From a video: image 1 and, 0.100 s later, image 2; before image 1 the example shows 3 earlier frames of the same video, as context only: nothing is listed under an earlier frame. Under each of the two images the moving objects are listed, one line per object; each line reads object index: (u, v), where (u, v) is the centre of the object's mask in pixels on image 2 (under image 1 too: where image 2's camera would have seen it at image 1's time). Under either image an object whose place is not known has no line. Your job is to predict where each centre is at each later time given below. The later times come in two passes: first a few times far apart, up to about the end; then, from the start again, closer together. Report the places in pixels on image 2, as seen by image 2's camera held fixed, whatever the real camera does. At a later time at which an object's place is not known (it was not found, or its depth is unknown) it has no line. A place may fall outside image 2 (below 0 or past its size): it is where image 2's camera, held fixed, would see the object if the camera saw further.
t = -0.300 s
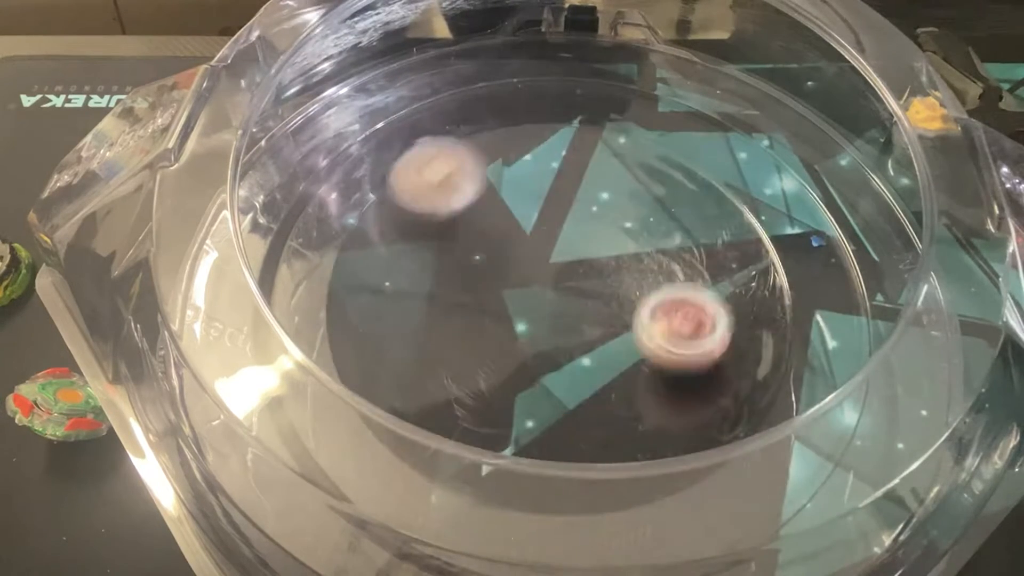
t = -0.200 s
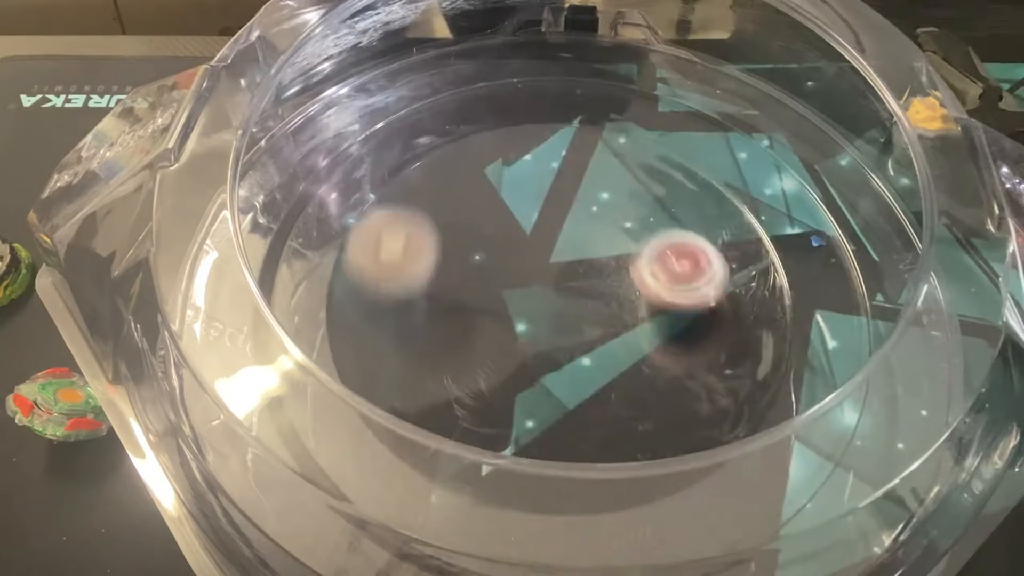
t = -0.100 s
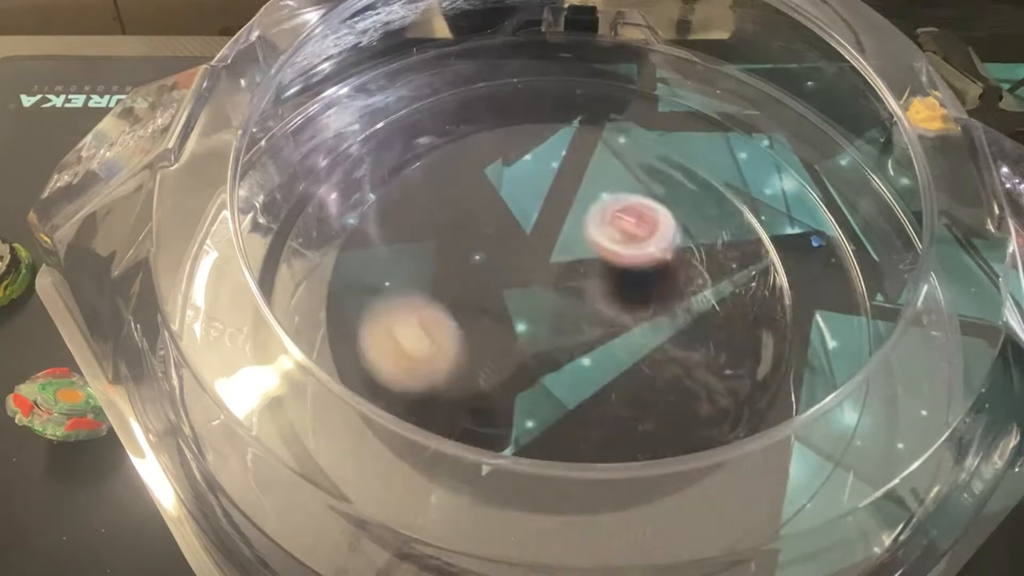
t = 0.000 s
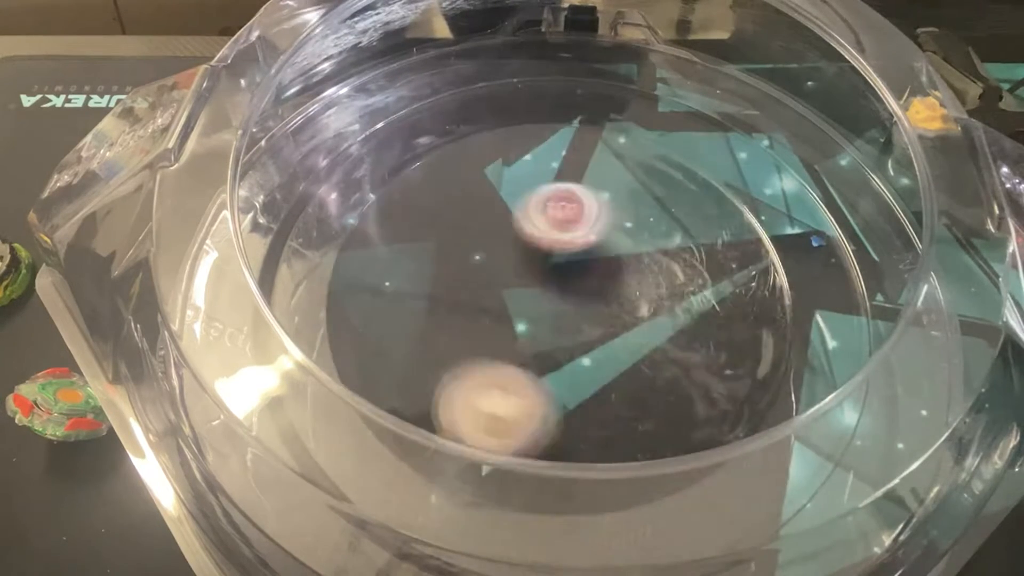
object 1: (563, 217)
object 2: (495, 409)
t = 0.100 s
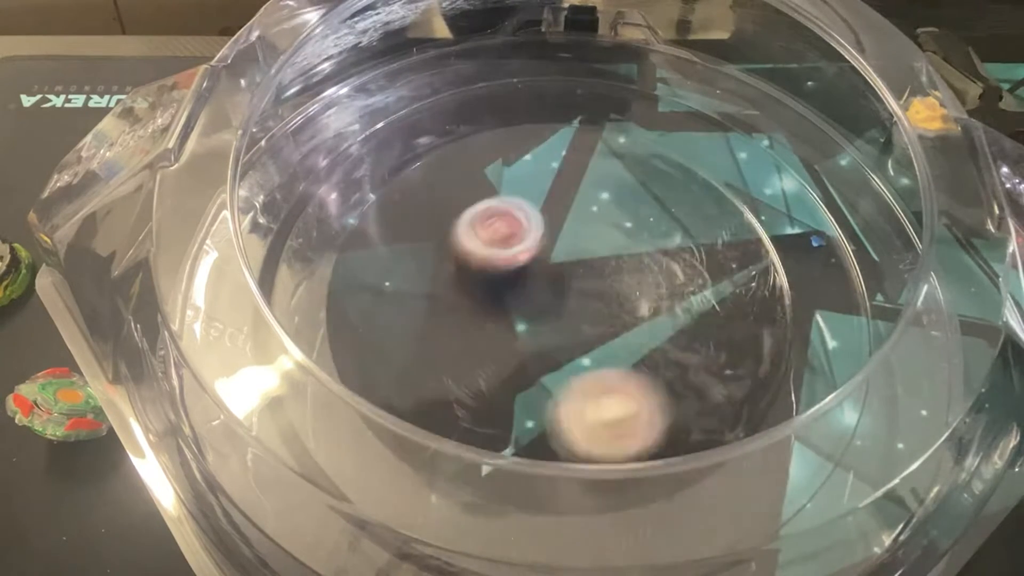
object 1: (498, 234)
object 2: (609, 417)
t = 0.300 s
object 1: (451, 326)
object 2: (708, 277)
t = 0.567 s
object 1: (608, 363)
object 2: (530, 188)
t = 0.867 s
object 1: (596, 212)
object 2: (479, 349)
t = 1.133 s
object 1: (467, 238)
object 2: (640, 343)
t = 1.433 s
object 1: (580, 358)
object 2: (590, 215)
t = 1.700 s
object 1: (667, 263)
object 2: (468, 275)
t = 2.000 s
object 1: (507, 243)
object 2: (596, 361)
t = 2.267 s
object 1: (503, 363)
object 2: (627, 246)
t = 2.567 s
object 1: (635, 300)
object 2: (479, 263)
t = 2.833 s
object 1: (535, 213)
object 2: (565, 360)
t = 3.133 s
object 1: (484, 315)
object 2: (617, 246)
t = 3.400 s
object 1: (634, 322)
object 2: (489, 257)
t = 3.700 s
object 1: (586, 221)
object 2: (581, 350)
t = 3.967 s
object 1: (487, 300)
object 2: (616, 252)
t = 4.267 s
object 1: (605, 355)
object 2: (491, 279)
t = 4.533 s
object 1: (589, 244)
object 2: (583, 344)
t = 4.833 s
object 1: (473, 271)
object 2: (585, 244)
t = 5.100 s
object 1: (579, 339)
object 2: (493, 287)
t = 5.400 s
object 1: (621, 240)
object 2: (603, 327)
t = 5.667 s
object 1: (493, 243)
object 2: (596, 259)
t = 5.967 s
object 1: (480, 362)
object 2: (545, 305)
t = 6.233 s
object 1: (593, 373)
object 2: (606, 295)
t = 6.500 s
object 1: (579, 299)
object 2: (540, 218)
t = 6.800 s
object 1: (511, 334)
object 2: (473, 244)
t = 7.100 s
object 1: (625, 321)
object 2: (560, 266)
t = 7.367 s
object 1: (655, 294)
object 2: (597, 228)
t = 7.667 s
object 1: (546, 416)
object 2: (562, 209)
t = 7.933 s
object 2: (543, 236)
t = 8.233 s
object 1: (471, 384)
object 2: (555, 328)
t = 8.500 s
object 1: (511, 283)
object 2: (597, 310)
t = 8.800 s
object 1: (533, 208)
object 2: (591, 368)
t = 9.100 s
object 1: (574, 271)
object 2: (492, 330)
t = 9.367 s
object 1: (577, 302)
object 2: (513, 314)
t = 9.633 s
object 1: (584, 334)
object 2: (517, 308)
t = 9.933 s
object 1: (579, 322)
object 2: (517, 308)
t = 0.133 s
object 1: (481, 245)
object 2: (642, 402)
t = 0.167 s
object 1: (467, 259)
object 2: (669, 384)
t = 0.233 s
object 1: (450, 290)
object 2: (704, 332)
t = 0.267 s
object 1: (449, 308)
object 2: (710, 303)
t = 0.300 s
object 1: (451, 326)
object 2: (708, 277)
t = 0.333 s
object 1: (459, 344)
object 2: (697, 251)
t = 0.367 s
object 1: (472, 359)
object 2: (680, 229)
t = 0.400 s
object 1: (490, 371)
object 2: (660, 210)
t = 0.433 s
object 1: (512, 381)
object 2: (636, 197)
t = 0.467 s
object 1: (537, 385)
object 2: (607, 187)
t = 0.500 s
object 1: (563, 383)
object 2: (581, 183)
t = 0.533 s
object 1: (588, 375)
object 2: (556, 183)
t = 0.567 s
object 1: (608, 363)
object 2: (530, 188)
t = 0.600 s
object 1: (623, 349)
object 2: (506, 198)
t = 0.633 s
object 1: (634, 331)
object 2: (485, 210)
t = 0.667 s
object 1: (641, 311)
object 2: (469, 226)
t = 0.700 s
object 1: (642, 293)
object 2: (459, 246)
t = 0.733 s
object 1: (639, 272)
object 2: (453, 267)
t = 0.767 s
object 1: (633, 255)
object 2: (451, 290)
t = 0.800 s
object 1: (623, 240)
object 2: (455, 311)
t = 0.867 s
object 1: (596, 212)
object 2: (479, 349)
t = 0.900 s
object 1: (579, 203)
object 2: (496, 360)
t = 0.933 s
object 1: (562, 197)
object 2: (517, 368)
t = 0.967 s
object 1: (542, 194)
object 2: (538, 375)
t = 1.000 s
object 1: (522, 196)
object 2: (562, 376)
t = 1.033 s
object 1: (504, 201)
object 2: (586, 374)
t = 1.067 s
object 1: (487, 209)
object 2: (608, 366)
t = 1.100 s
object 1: (475, 221)
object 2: (625, 358)
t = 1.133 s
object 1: (467, 238)
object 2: (640, 343)
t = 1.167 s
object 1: (461, 256)
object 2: (650, 326)
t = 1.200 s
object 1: (461, 276)
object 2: (655, 311)
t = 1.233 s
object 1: (467, 295)
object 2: (657, 294)
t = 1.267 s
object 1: (478, 313)
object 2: (656, 277)
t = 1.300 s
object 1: (493, 328)
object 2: (650, 262)
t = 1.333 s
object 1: (512, 341)
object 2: (640, 247)
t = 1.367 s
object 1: (533, 351)
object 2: (626, 233)
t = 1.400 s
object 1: (555, 357)
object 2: (609, 222)
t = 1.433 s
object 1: (580, 358)
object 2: (590, 215)
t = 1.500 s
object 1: (624, 349)
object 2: (550, 211)
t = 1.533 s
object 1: (642, 339)
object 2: (530, 213)
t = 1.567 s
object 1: (656, 328)
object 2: (513, 220)
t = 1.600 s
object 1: (666, 313)
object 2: (495, 231)
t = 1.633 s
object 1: (672, 295)
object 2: (481, 243)
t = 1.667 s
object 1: (671, 279)
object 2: (474, 257)
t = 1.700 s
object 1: (667, 263)
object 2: (468, 275)
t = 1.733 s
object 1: (657, 249)
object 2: (467, 293)
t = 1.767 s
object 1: (643, 236)
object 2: (471, 310)
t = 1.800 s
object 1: (625, 227)
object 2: (481, 327)
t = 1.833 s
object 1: (604, 221)
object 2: (495, 342)
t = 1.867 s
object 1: (583, 220)
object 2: (512, 353)
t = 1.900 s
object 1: (562, 222)
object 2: (532, 362)
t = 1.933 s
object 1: (542, 226)
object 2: (555, 366)
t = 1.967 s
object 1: (523, 233)
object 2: (578, 365)
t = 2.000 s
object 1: (507, 243)
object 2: (596, 361)
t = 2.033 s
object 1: (493, 256)
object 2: (616, 351)
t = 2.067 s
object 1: (483, 270)
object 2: (633, 338)
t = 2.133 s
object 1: (473, 302)
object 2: (647, 308)
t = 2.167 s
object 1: (474, 319)
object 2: (650, 291)
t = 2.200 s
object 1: (480, 335)
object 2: (648, 275)
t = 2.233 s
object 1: (489, 350)
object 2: (639, 260)
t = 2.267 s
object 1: (503, 363)
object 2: (627, 246)
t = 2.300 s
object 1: (521, 372)
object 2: (612, 234)
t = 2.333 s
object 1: (543, 378)
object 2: (593, 225)
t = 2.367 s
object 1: (564, 378)
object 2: (575, 221)
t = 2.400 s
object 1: (585, 374)
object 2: (555, 220)
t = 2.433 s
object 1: (603, 364)
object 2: (536, 221)
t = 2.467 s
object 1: (617, 351)
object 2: (517, 228)
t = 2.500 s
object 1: (628, 335)
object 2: (501, 238)
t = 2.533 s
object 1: (633, 317)
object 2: (488, 249)
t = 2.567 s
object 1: (635, 300)
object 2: (479, 263)
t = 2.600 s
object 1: (632, 283)
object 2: (474, 281)
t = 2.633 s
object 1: (625, 267)
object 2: (474, 298)
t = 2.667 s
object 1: (615, 252)
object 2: (480, 315)
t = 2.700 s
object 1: (602, 238)
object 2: (490, 329)
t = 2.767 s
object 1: (571, 220)
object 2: (523, 354)
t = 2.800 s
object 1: (553, 215)
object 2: (544, 359)
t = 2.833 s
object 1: (535, 213)
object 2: (565, 360)
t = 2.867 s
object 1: (518, 214)
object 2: (585, 357)
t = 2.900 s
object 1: (502, 218)
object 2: (604, 348)
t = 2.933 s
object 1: (487, 226)
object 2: (621, 336)
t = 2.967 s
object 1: (474, 237)
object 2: (632, 323)
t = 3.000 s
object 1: (467, 251)
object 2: (638, 307)
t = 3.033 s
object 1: (464, 266)
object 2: (640, 290)
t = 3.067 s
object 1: (465, 284)
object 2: (635, 273)
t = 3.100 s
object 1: (472, 300)
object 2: (628, 259)
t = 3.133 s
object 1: (484, 315)
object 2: (617, 246)
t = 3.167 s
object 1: (501, 329)
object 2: (600, 235)
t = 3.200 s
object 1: (519, 338)
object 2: (583, 228)
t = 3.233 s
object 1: (540, 345)
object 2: (566, 224)
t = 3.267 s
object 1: (561, 348)
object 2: (546, 224)
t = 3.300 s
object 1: (582, 346)
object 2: (528, 228)
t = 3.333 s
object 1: (601, 342)
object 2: (511, 235)
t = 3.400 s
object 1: (634, 322)
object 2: (489, 257)
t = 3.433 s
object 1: (644, 310)
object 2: (482, 272)
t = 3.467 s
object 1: (652, 295)
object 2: (481, 289)
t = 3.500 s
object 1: (655, 281)
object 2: (484, 304)
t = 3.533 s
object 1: (653, 265)
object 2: (492, 319)
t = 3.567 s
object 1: (647, 251)
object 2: (505, 332)
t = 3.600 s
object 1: (636, 239)
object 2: (522, 342)
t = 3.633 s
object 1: (622, 230)
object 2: (542, 350)
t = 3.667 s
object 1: (605, 224)
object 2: (562, 352)
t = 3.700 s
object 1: (586, 221)
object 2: (581, 350)
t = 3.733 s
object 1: (567, 222)
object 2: (599, 343)
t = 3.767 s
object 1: (549, 227)
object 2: (614, 333)
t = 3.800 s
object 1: (532, 234)
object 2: (625, 320)
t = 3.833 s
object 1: (516, 244)
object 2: (632, 305)
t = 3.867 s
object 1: (505, 257)
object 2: (636, 291)
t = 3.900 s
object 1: (496, 270)
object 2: (633, 277)
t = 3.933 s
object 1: (490, 285)
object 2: (626, 264)
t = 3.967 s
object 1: (487, 300)
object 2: (616, 252)
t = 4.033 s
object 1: (495, 330)
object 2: (584, 234)
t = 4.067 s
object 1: (504, 344)
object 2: (568, 230)
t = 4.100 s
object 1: (517, 355)
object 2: (550, 231)
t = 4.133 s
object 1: (533, 364)
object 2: (532, 236)
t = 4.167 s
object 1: (551, 368)
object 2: (516, 243)
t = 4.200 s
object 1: (571, 369)
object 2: (504, 253)
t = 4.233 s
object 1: (589, 364)
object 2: (496, 266)
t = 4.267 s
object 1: (605, 355)
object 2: (491, 279)
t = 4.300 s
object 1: (617, 342)
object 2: (490, 293)
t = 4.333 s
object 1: (626, 327)
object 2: (494, 309)
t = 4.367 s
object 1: (629, 312)
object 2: (503, 323)
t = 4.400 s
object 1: (628, 296)
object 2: (515, 334)
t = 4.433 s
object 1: (623, 281)
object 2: (531, 343)
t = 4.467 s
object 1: (614, 268)
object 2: (548, 348)
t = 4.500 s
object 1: (603, 255)
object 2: (566, 349)
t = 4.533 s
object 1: (589, 244)
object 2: (583, 344)
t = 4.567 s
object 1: (576, 236)
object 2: (598, 338)
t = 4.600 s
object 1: (560, 230)
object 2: (611, 328)
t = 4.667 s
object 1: (526, 226)
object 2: (625, 301)
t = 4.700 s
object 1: (511, 229)
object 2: (625, 288)
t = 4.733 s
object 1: (496, 235)
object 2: (621, 274)
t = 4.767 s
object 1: (485, 244)
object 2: (613, 262)
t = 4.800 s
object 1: (477, 256)
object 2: (600, 252)
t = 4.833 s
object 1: (473, 271)
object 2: (585, 244)
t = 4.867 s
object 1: (473, 286)
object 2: (571, 239)
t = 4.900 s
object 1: (480, 301)
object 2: (555, 237)
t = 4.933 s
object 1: (491, 315)
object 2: (539, 238)
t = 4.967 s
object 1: (506, 326)
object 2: (526, 243)
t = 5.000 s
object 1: (523, 335)
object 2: (513, 250)
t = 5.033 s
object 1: (543, 340)
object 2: (503, 261)
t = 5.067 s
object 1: (561, 341)
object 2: (496, 273)
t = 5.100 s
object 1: (579, 339)
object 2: (493, 287)
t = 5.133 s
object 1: (597, 334)
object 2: (495, 300)
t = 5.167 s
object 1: (614, 325)
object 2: (501, 314)
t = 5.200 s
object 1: (626, 315)
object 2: (511, 325)
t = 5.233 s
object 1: (635, 302)
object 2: (524, 334)
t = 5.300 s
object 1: (642, 276)
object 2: (556, 342)
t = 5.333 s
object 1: (639, 263)
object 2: (576, 340)
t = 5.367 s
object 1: (632, 250)
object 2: (591, 335)
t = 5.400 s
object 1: (621, 240)
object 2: (603, 327)
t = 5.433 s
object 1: (606, 232)
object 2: (613, 316)
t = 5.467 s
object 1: (589, 228)
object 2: (621, 304)
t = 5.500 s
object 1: (572, 225)
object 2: (624, 294)
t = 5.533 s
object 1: (553, 222)
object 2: (626, 287)
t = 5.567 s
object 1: (536, 222)
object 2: (623, 279)
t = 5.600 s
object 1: (519, 227)
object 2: (618, 271)
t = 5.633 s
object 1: (506, 234)
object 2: (609, 264)
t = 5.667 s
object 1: (493, 243)
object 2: (596, 259)
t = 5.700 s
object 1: (483, 254)
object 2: (584, 257)
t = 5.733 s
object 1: (476, 268)
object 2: (571, 257)
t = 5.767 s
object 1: (470, 282)
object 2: (559, 260)
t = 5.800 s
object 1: (465, 296)
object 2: (552, 265)
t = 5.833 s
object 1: (464, 310)
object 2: (545, 271)
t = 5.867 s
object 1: (466, 324)
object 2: (541, 280)
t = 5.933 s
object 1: (474, 350)
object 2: (542, 297)
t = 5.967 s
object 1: (480, 362)
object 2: (545, 305)
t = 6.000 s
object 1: (489, 373)
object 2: (550, 313)
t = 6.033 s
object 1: (502, 383)
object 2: (558, 319)
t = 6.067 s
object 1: (519, 389)
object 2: (567, 323)
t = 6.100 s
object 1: (535, 393)
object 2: (578, 323)
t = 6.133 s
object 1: (552, 395)
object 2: (588, 319)
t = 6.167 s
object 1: (568, 391)
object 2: (597, 313)
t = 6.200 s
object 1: (582, 383)
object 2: (603, 305)
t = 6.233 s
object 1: (593, 373)
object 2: (606, 295)
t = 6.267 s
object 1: (601, 365)
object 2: (607, 282)
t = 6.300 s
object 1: (608, 353)
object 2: (604, 270)
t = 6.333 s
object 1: (611, 339)
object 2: (597, 259)
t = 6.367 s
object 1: (610, 326)
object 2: (588, 249)
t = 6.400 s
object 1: (606, 319)
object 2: (578, 237)
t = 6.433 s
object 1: (600, 313)
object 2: (566, 226)
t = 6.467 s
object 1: (590, 306)
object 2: (553, 220)
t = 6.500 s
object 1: (579, 299)
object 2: (540, 218)
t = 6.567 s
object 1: (554, 292)
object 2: (515, 218)
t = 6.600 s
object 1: (541, 294)
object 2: (504, 217)
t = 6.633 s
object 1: (529, 296)
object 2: (494, 218)
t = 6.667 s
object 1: (518, 300)
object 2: (485, 222)
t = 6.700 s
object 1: (510, 305)
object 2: (479, 227)
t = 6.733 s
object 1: (506, 314)
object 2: (475, 230)
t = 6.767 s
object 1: (506, 325)
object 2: (472, 236)
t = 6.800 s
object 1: (511, 334)
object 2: (473, 244)
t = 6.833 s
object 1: (520, 341)
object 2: (476, 253)
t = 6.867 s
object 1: (532, 345)
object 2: (483, 264)
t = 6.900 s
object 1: (545, 345)
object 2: (493, 273)
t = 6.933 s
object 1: (562, 345)
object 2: (505, 277)
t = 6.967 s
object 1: (580, 345)
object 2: (516, 277)
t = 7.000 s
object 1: (591, 339)
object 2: (527, 276)
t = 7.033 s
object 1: (603, 333)
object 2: (538, 275)
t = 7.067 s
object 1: (615, 329)
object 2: (548, 270)
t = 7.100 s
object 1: (625, 321)
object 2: (560, 266)
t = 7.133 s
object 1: (634, 317)
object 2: (570, 260)
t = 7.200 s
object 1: (651, 306)
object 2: (584, 249)
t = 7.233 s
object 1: (657, 300)
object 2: (591, 246)
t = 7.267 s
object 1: (662, 297)
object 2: (595, 241)
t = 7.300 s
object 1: (662, 294)
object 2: (597, 236)
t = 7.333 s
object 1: (659, 292)
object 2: (599, 232)
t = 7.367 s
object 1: (655, 294)
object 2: (597, 228)
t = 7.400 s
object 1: (648, 298)
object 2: (594, 226)
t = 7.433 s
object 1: (639, 304)
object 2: (590, 225)
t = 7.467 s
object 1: (630, 308)
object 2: (583, 229)
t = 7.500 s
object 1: (618, 312)
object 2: (576, 235)
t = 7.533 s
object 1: (607, 317)
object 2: (571, 244)
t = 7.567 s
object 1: (596, 324)
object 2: (568, 249)
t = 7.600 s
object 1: (581, 346)
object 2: (564, 239)
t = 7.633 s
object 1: (563, 385)
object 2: (565, 221)
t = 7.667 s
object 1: (546, 416)
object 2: (562, 209)
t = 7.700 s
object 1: (527, 444)
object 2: (560, 206)
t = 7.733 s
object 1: (513, 462)
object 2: (557, 202)
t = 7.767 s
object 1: (496, 473)
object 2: (553, 203)
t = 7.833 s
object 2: (546, 209)
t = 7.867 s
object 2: (546, 217)
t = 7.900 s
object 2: (543, 224)
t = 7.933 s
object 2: (543, 236)
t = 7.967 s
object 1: (442, 481)
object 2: (543, 244)
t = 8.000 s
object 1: (436, 473)
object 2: (543, 258)
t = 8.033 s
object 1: (434, 465)
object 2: (546, 270)
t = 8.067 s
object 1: (432, 454)
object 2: (546, 282)
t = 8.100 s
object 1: (431, 445)
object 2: (550, 294)
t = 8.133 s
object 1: (435, 430)
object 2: (550, 304)
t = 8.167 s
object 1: (448, 405)
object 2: (553, 313)
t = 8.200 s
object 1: (458, 396)
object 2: (554, 320)
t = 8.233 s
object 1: (471, 384)
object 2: (555, 328)
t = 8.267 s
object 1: (480, 367)
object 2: (562, 330)
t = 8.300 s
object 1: (481, 346)
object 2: (575, 330)
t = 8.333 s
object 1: (476, 330)
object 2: (595, 325)
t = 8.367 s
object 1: (478, 315)
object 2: (604, 322)
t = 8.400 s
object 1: (482, 303)
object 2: (609, 318)
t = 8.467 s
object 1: (502, 288)
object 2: (599, 313)
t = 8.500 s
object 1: (511, 283)
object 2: (597, 310)
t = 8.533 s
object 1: (515, 276)
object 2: (594, 312)
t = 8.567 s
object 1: (514, 255)
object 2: (605, 326)
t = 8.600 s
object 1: (511, 233)
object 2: (611, 346)
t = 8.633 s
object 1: (510, 211)
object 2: (617, 356)
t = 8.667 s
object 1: (513, 200)
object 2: (619, 365)
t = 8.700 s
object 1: (519, 195)
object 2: (615, 370)
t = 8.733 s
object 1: (526, 195)
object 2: (608, 375)
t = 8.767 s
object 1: (531, 200)
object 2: (602, 370)
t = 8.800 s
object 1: (533, 208)
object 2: (591, 368)
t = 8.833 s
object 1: (534, 217)
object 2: (583, 359)
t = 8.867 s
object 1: (536, 226)
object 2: (572, 351)
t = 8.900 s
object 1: (537, 237)
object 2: (561, 342)
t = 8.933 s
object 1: (538, 249)
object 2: (553, 334)
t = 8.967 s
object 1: (541, 259)
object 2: (542, 324)
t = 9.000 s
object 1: (548, 264)
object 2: (523, 322)
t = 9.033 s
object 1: (556, 263)
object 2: (507, 326)
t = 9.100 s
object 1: (574, 271)
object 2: (492, 330)
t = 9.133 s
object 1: (577, 278)
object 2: (490, 332)
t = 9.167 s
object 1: (577, 286)
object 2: (489, 332)
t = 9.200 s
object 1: (577, 290)
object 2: (490, 331)
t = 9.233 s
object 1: (576, 293)
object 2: (492, 329)
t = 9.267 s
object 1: (574, 297)
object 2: (496, 326)
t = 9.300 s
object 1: (574, 298)
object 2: (501, 319)
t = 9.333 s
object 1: (576, 300)
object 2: (506, 314)
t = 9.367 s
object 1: (577, 302)
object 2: (513, 314)
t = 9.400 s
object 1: (579, 304)
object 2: (517, 310)
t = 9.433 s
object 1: (581, 308)
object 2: (518, 308)
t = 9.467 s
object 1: (582, 313)
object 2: (518, 308)
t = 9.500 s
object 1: (580, 320)
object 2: (517, 308)
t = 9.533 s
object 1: (579, 327)
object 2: (516, 309)
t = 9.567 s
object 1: (581, 331)
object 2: (517, 309)
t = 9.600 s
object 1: (583, 333)
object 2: (517, 308)
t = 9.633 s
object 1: (584, 334)
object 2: (517, 308)
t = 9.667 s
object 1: (584, 334)
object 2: (517, 308)
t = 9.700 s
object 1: (584, 334)
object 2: (517, 308)
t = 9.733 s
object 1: (583, 332)
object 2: (517, 308)
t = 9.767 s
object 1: (581, 330)
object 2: (517, 308)
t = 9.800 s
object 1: (579, 326)
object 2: (517, 308)
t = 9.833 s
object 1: (579, 324)
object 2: (517, 308)
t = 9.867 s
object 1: (579, 322)
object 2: (517, 308)
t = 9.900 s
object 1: (579, 322)
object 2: (517, 308)
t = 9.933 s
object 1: (579, 322)
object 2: (517, 308)
